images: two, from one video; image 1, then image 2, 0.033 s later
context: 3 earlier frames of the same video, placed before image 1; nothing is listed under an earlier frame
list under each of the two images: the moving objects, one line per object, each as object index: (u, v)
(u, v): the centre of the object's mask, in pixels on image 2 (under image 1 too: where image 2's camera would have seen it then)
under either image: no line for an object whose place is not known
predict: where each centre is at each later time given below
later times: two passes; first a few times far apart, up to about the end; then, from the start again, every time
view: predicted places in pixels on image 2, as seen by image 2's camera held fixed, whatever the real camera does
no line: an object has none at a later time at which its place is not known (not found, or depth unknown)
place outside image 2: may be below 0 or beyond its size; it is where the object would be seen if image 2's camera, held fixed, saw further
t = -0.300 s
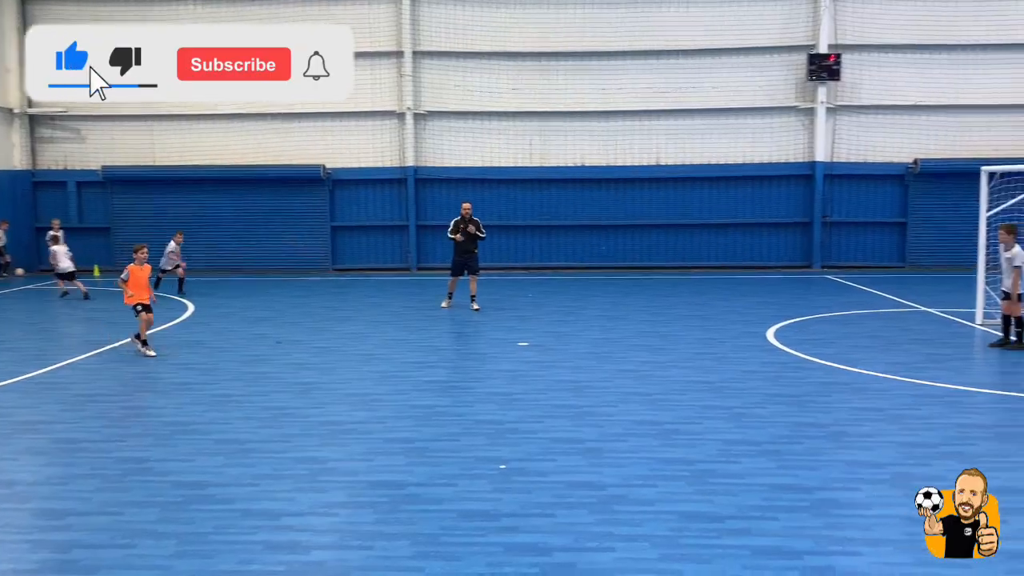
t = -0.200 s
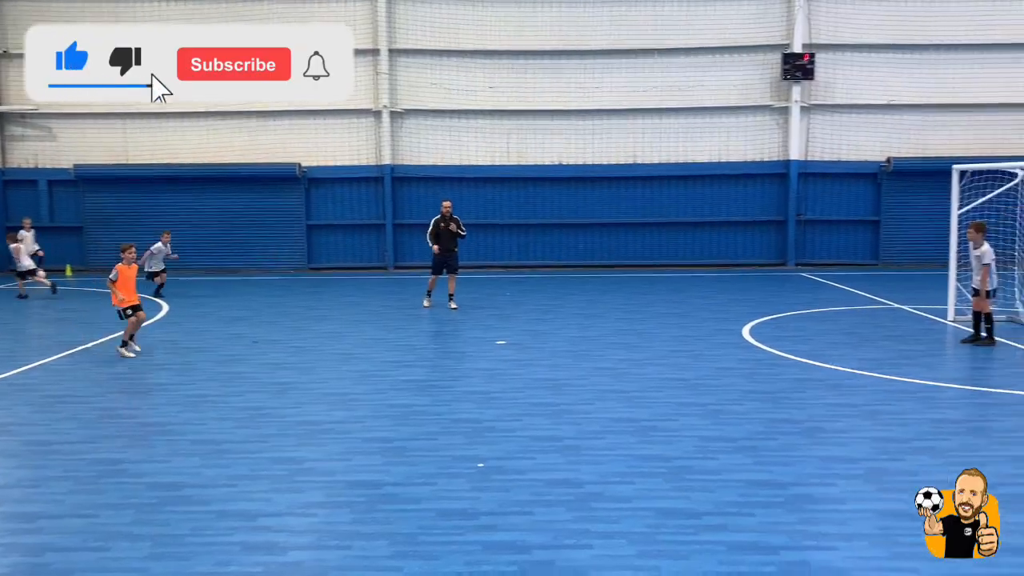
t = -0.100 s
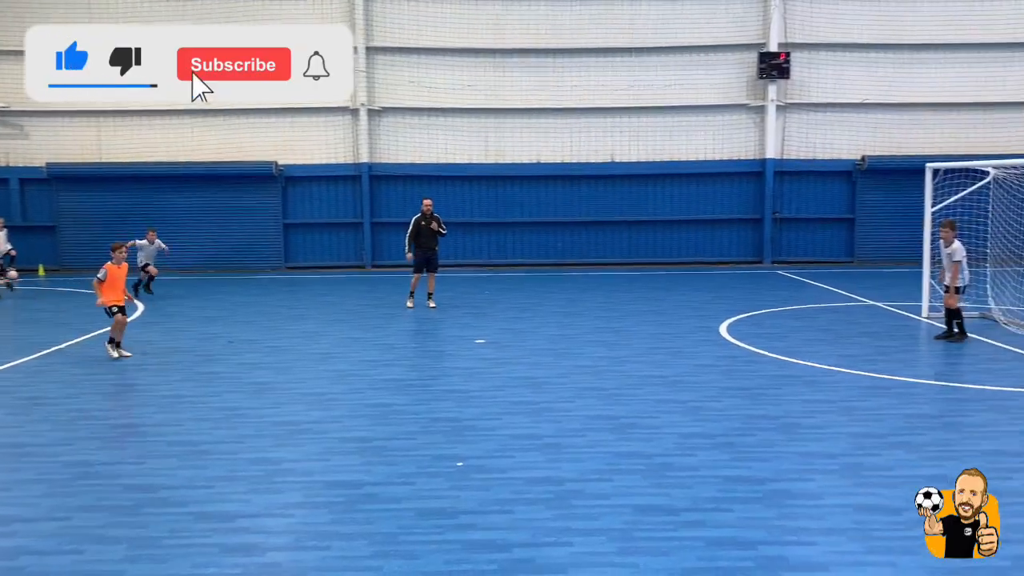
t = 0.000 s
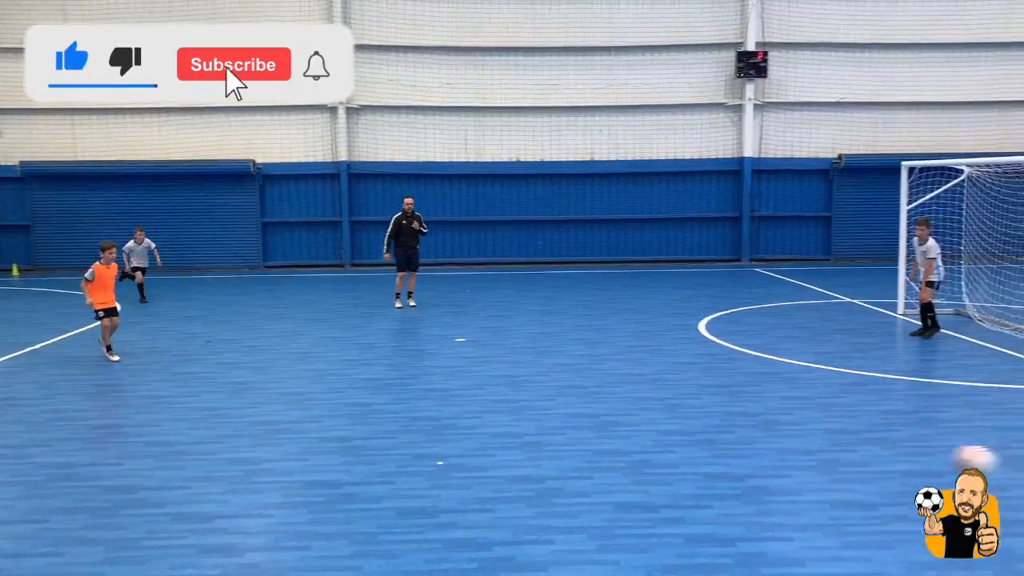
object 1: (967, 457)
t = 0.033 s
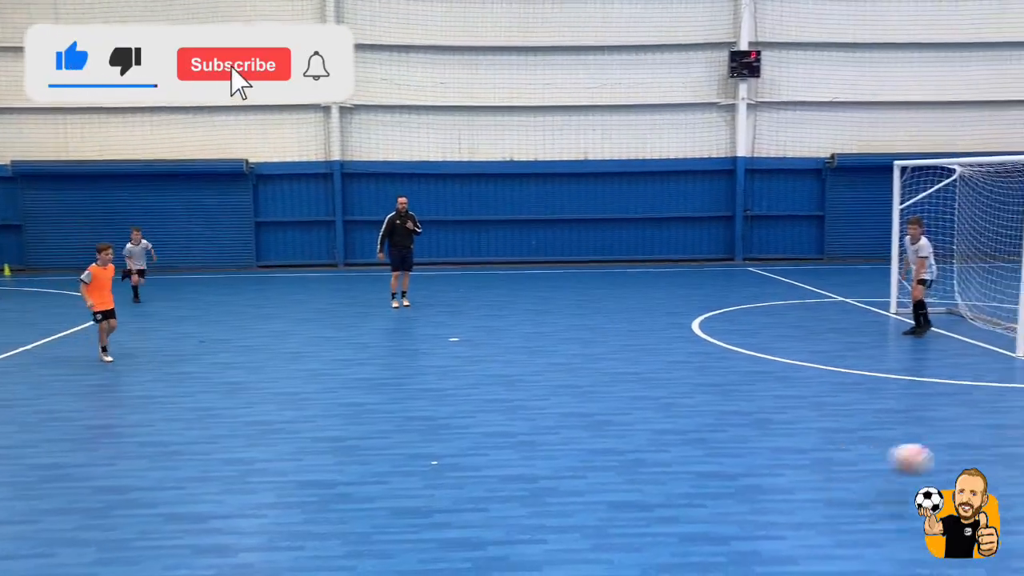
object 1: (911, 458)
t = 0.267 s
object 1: (648, 426)
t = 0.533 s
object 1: (468, 415)
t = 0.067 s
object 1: (857, 460)
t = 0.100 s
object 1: (806, 465)
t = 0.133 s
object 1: (767, 462)
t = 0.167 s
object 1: (734, 449)
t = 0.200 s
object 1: (705, 441)
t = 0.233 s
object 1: (676, 433)
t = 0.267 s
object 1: (648, 426)
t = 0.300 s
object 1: (622, 423)
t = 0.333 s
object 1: (596, 420)
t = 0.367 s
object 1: (572, 420)
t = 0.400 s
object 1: (548, 422)
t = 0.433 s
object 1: (525, 426)
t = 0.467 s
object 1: (505, 422)
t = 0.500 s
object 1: (485, 417)
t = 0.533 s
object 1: (468, 415)
